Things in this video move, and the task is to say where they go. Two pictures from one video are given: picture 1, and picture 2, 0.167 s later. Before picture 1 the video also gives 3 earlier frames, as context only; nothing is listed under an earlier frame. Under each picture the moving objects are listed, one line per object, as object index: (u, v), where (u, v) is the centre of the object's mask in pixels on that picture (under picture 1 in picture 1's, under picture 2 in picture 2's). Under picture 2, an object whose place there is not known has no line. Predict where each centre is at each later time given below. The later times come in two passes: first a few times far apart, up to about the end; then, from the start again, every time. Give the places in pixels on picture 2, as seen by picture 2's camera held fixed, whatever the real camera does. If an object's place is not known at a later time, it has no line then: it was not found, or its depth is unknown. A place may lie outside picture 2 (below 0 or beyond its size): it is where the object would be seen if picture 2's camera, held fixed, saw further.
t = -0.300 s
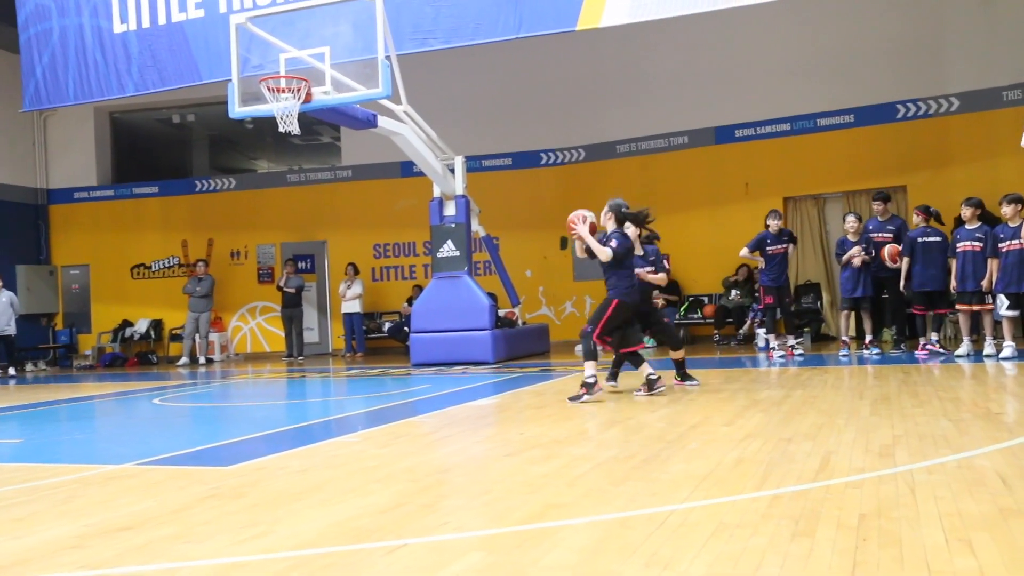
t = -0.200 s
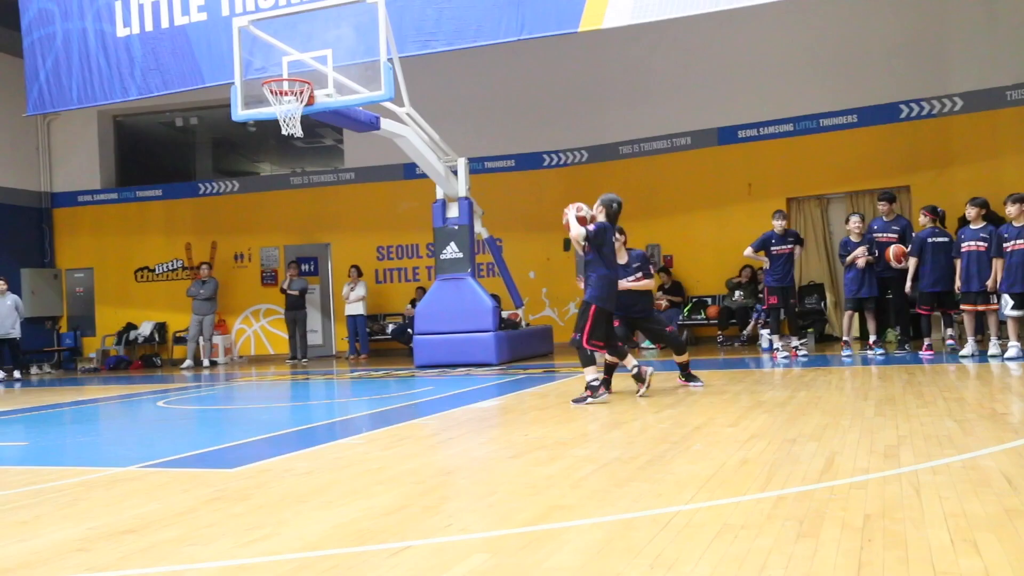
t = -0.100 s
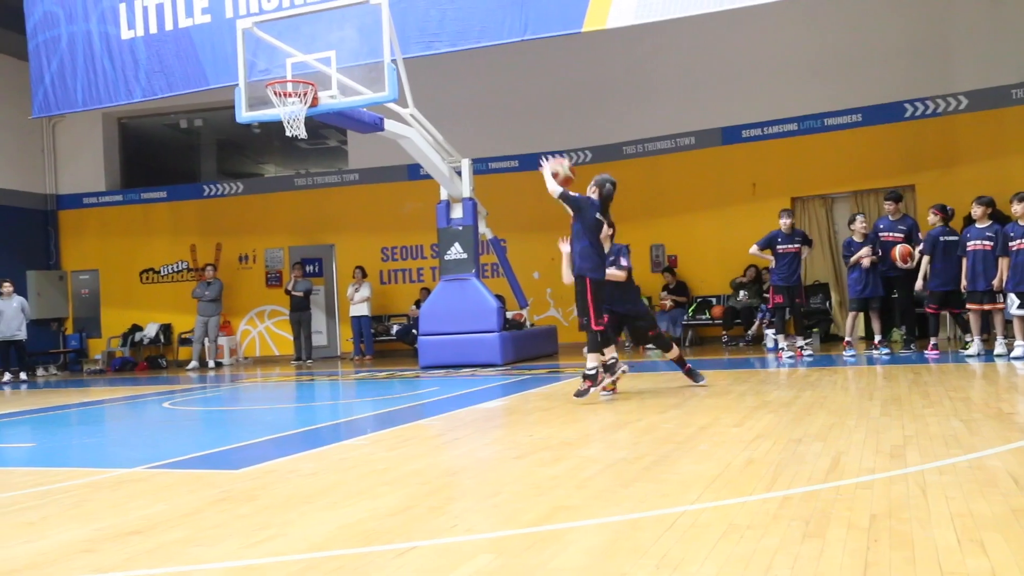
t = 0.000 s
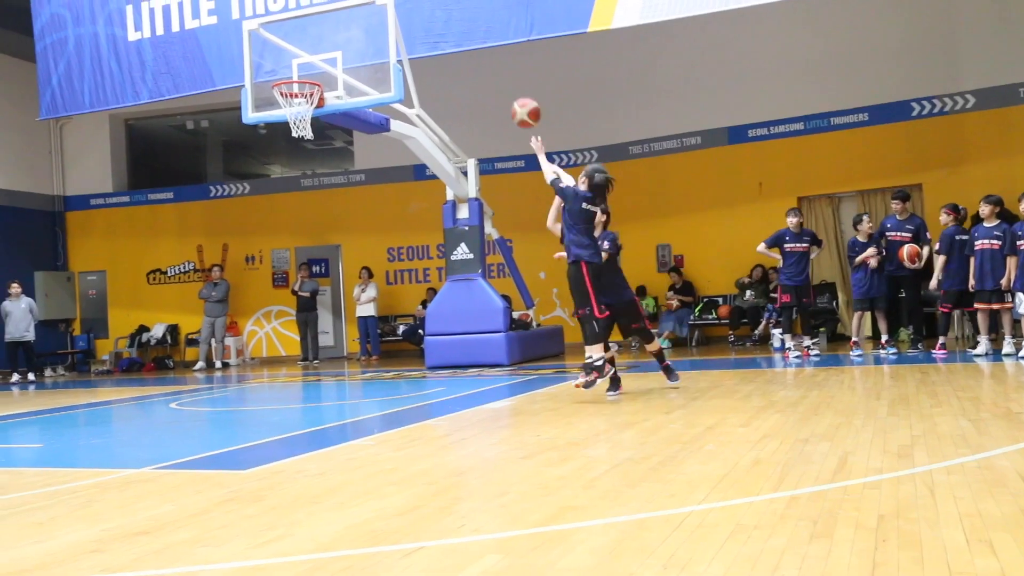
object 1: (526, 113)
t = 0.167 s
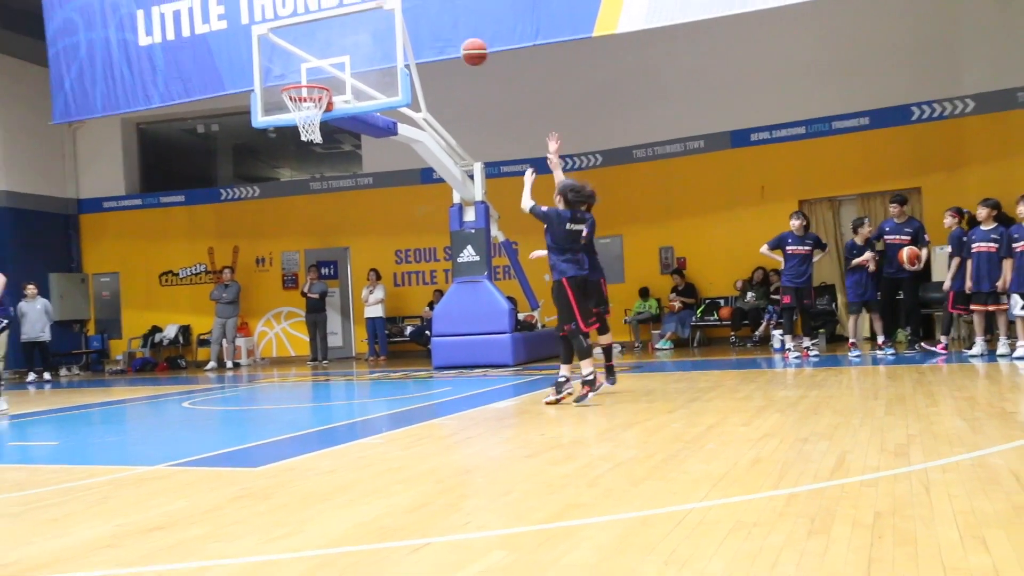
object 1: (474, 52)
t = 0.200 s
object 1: (463, 44)
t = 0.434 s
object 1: (401, 24)
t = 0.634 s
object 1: (357, 50)
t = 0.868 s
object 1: (302, 95)
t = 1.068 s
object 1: (286, 117)
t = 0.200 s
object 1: (463, 44)
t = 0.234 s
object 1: (454, 38)
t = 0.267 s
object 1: (444, 33)
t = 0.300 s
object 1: (435, 28)
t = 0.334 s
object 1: (426, 25)
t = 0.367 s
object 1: (417, 24)
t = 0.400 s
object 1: (409, 24)
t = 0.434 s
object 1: (401, 24)
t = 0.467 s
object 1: (393, 26)
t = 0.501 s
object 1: (385, 29)
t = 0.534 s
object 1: (378, 32)
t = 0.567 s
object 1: (371, 37)
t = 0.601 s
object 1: (364, 43)
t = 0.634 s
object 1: (357, 50)
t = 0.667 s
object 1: (351, 57)
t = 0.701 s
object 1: (342, 61)
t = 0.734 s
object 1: (334, 66)
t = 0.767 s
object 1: (325, 73)
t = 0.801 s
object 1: (317, 77)
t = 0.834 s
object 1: (310, 84)
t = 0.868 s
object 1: (302, 95)
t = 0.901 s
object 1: (293, 104)
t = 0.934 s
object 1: (287, 111)
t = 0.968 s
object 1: (284, 113)
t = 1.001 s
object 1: (284, 111)
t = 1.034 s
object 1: (284, 110)
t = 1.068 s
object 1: (286, 117)
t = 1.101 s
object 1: (287, 117)
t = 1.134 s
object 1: (288, 120)
